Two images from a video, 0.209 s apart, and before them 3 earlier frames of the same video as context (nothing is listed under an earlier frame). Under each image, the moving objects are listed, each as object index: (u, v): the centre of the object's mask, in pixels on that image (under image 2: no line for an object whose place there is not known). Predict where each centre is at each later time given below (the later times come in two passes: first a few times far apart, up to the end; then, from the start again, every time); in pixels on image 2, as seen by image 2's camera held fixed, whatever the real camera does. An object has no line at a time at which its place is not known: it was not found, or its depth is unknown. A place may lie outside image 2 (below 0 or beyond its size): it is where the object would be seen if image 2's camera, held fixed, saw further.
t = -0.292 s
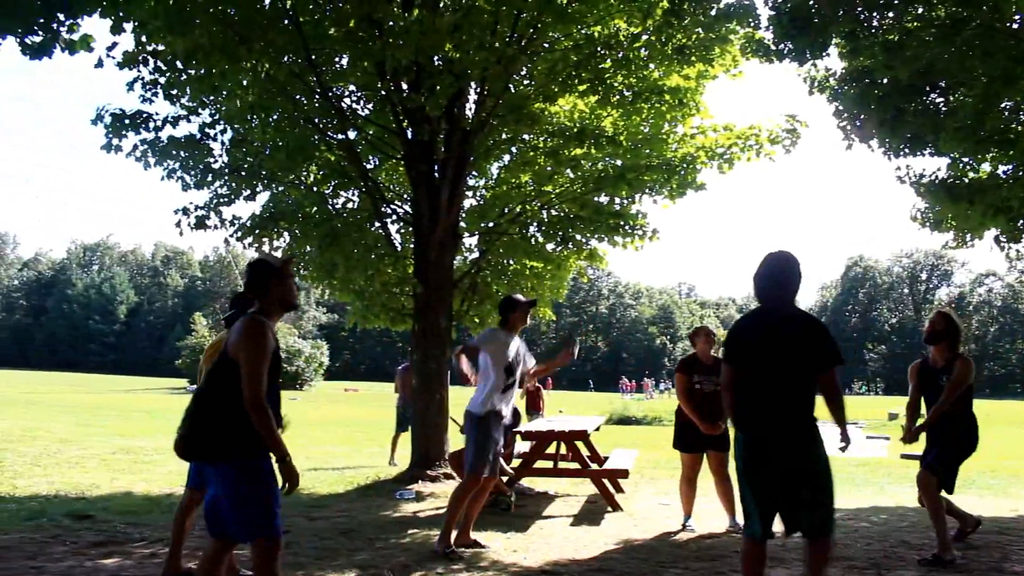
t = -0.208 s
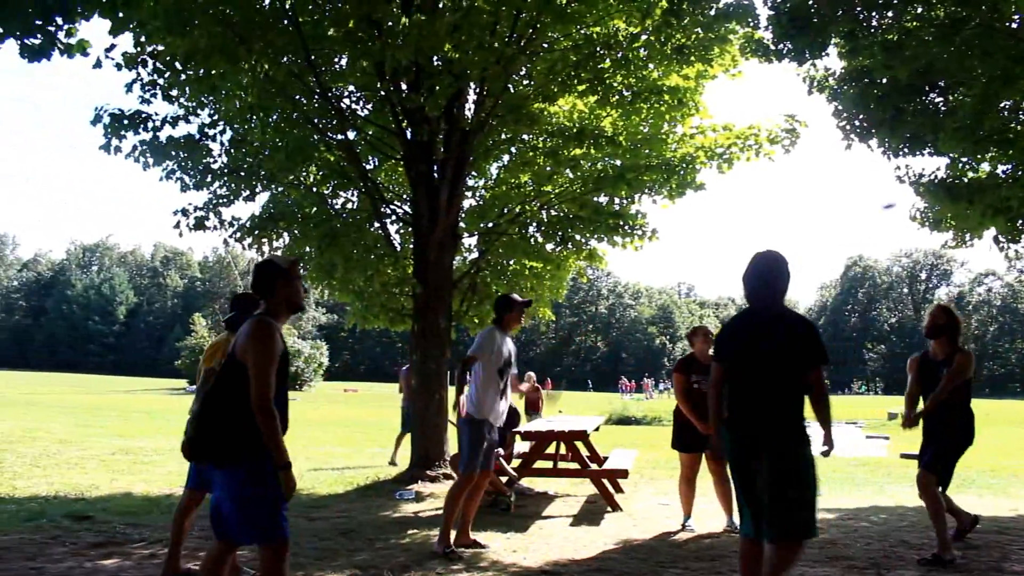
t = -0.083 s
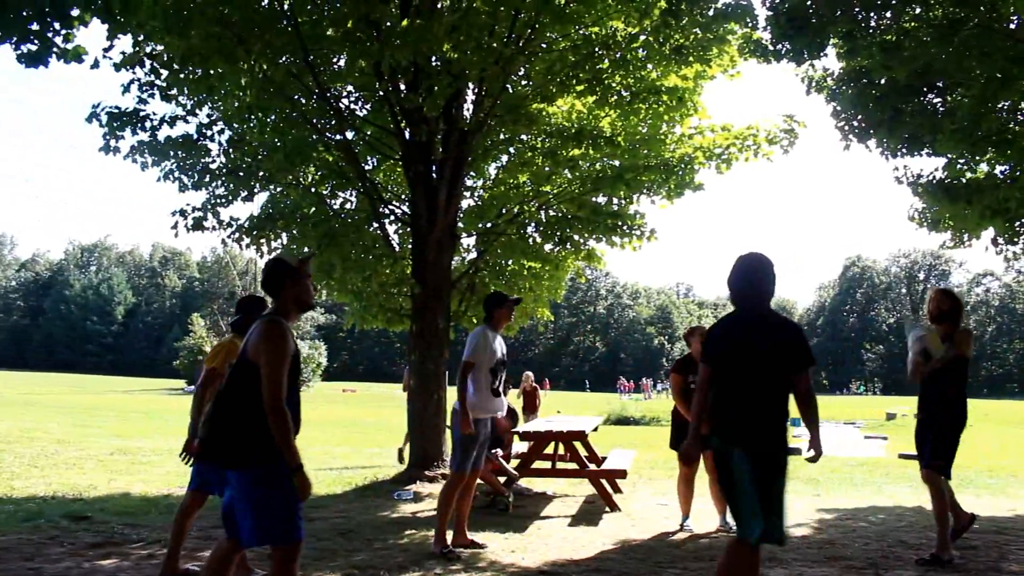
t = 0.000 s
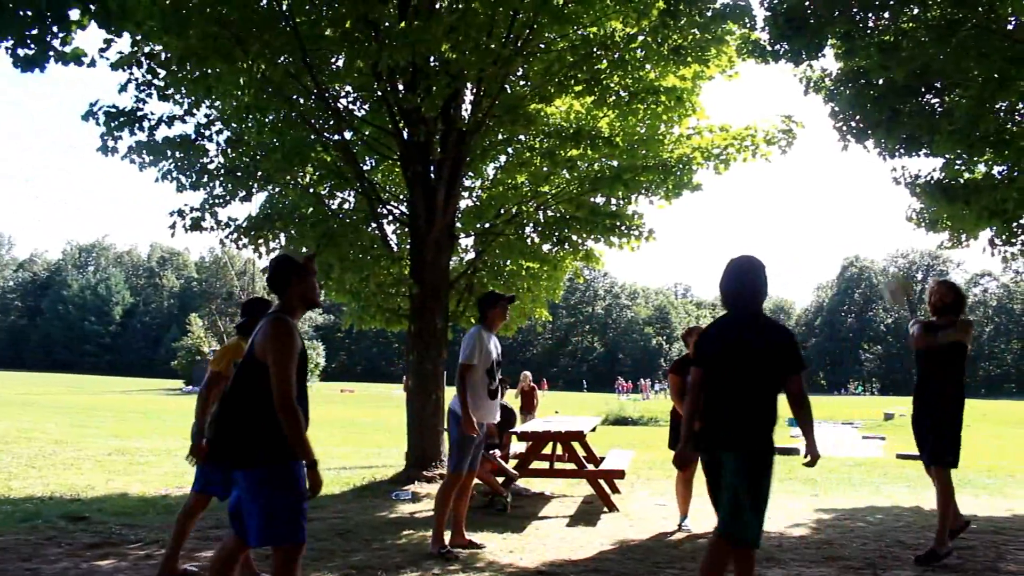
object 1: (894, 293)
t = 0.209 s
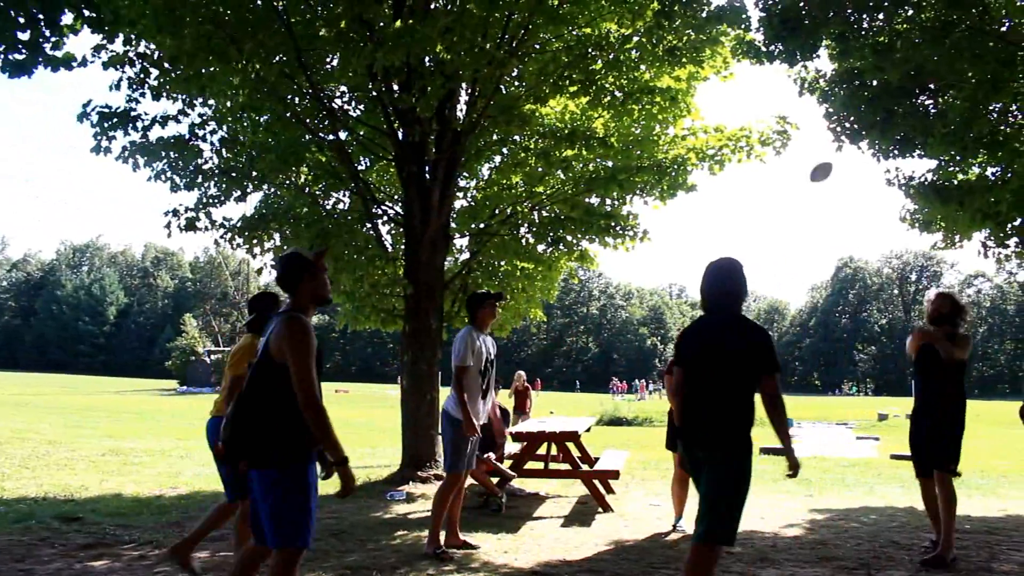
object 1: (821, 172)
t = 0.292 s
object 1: (793, 143)
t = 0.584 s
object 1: (702, 120)
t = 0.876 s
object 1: (615, 225)
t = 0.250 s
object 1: (807, 156)
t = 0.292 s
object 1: (793, 143)
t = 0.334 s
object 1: (781, 131)
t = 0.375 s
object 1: (768, 123)
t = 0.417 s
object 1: (754, 118)
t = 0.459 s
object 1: (741, 114)
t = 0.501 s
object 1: (728, 113)
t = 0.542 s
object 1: (715, 115)
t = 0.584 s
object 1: (702, 120)
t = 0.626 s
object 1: (690, 127)
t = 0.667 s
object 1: (678, 136)
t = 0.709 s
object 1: (664, 149)
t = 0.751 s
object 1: (652, 164)
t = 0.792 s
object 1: (639, 180)
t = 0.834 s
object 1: (628, 197)
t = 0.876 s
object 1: (615, 225)
